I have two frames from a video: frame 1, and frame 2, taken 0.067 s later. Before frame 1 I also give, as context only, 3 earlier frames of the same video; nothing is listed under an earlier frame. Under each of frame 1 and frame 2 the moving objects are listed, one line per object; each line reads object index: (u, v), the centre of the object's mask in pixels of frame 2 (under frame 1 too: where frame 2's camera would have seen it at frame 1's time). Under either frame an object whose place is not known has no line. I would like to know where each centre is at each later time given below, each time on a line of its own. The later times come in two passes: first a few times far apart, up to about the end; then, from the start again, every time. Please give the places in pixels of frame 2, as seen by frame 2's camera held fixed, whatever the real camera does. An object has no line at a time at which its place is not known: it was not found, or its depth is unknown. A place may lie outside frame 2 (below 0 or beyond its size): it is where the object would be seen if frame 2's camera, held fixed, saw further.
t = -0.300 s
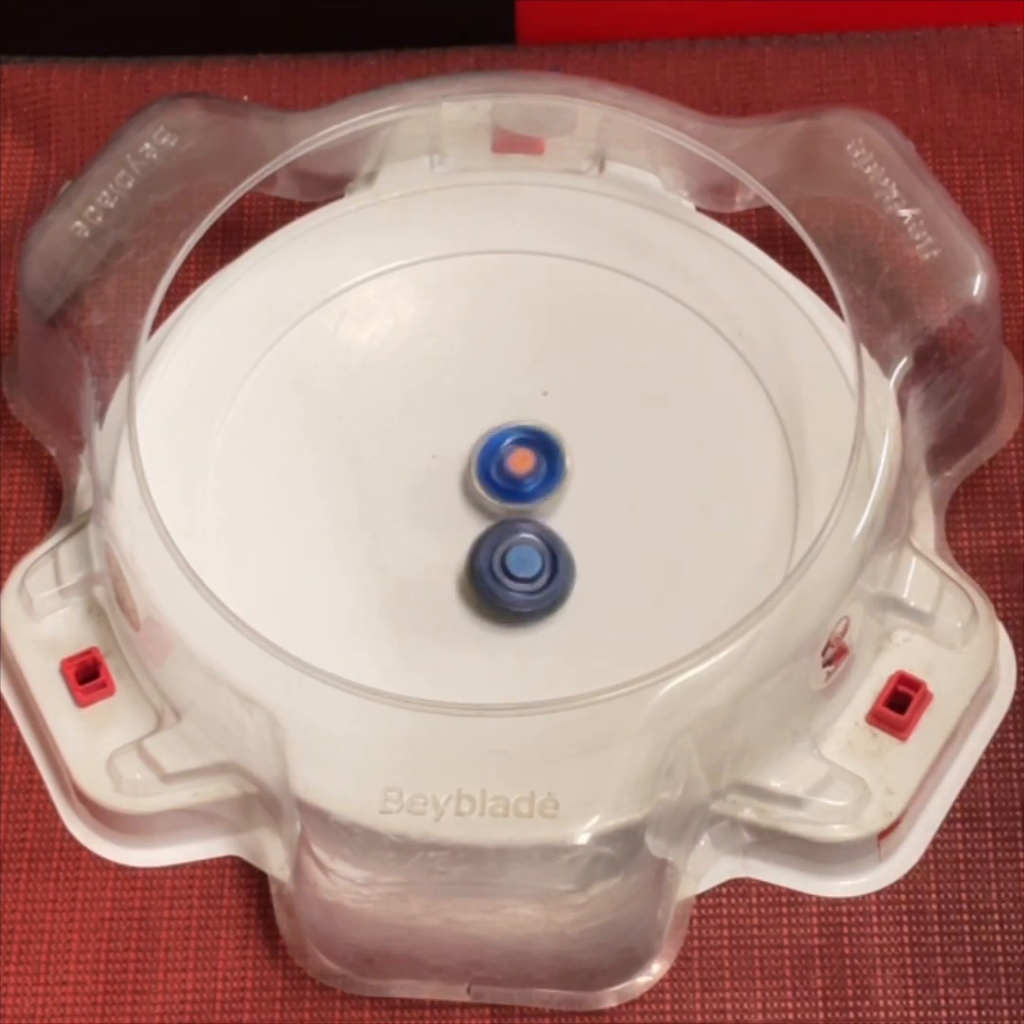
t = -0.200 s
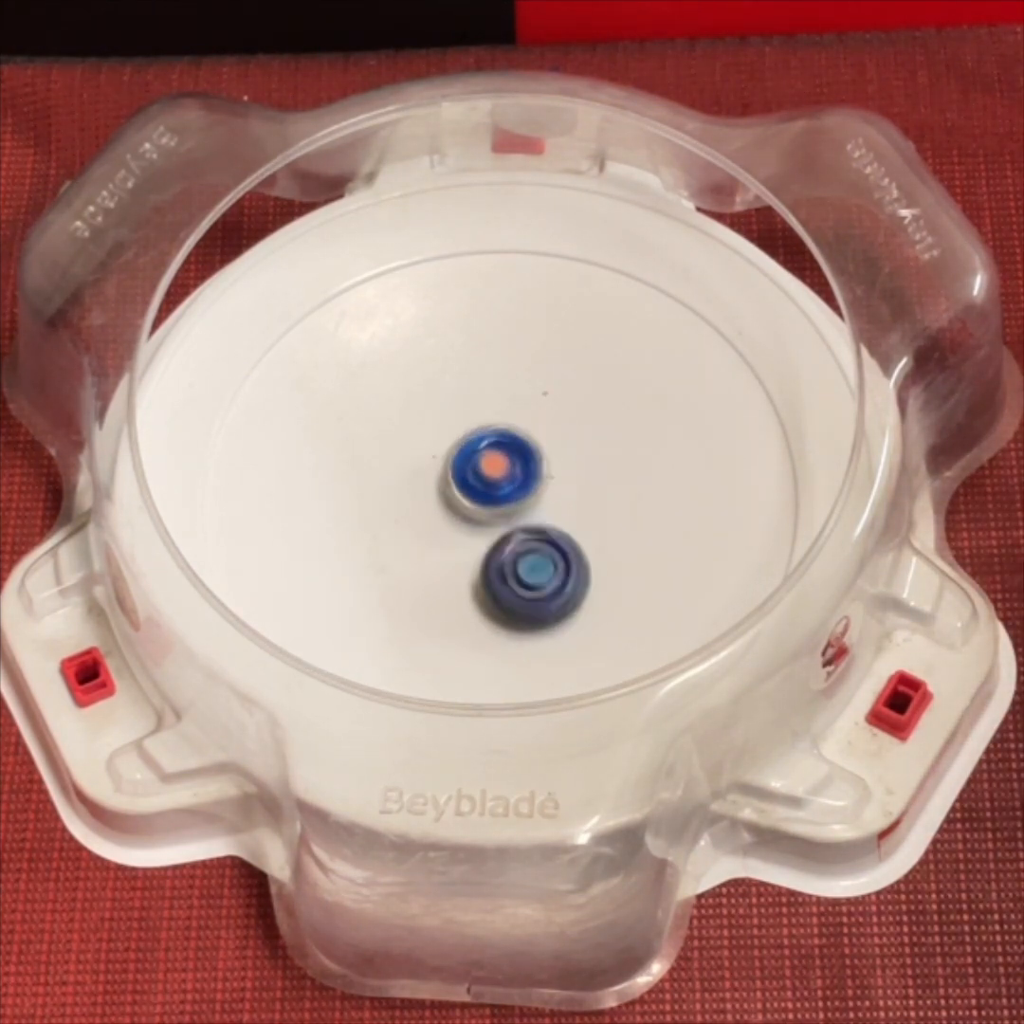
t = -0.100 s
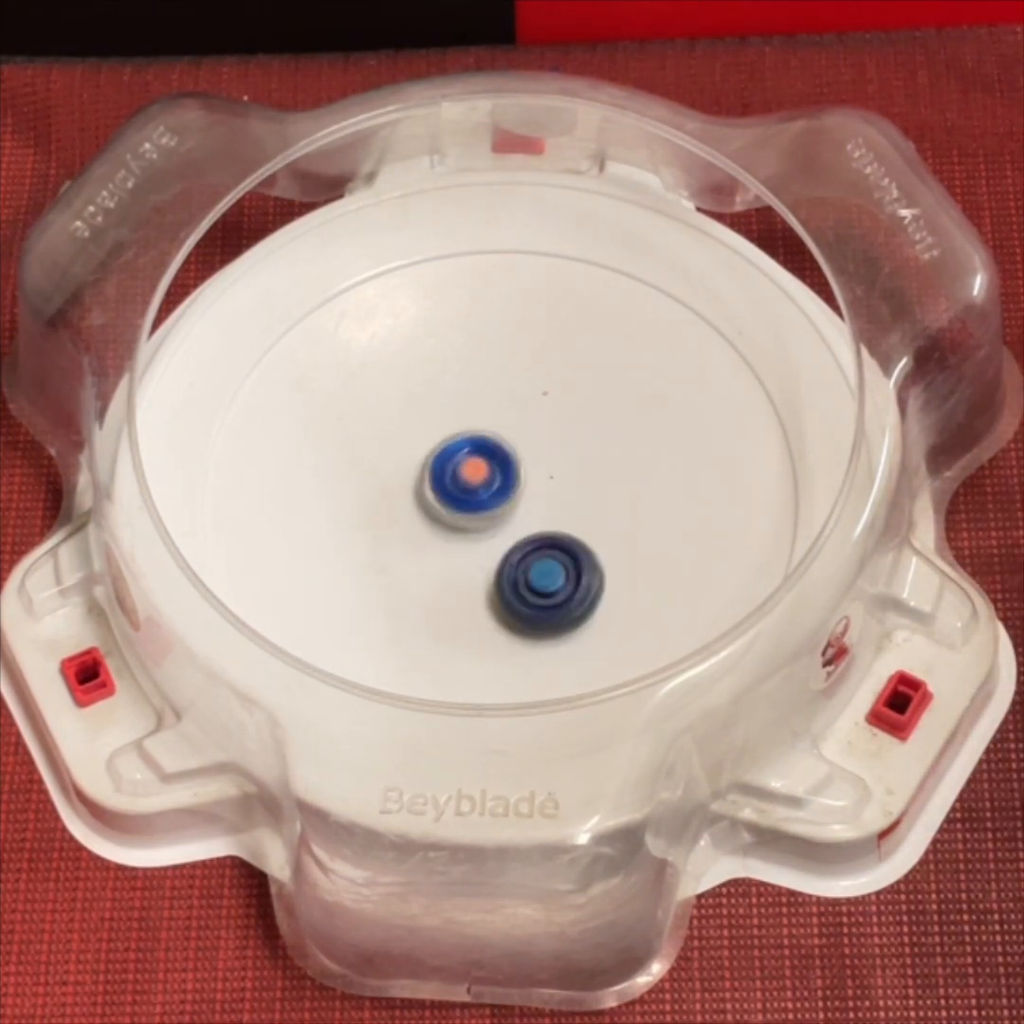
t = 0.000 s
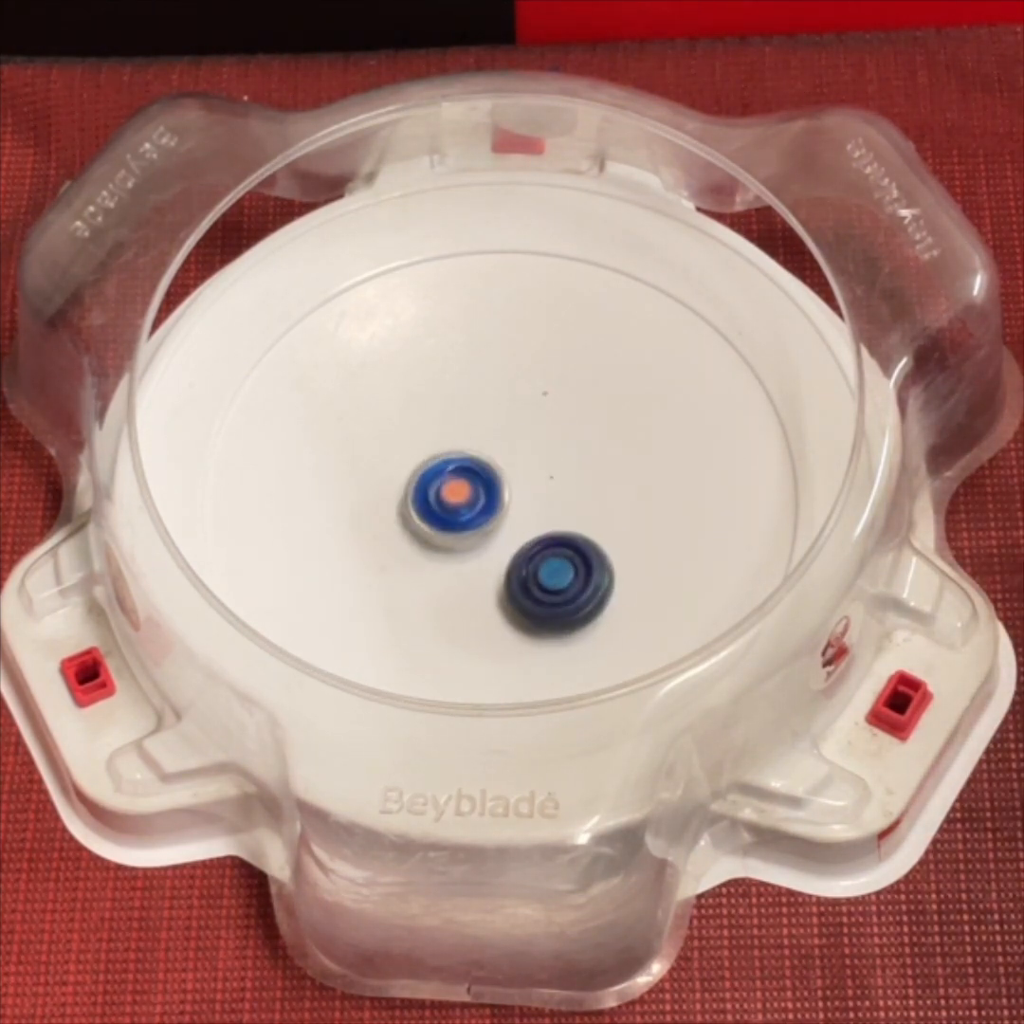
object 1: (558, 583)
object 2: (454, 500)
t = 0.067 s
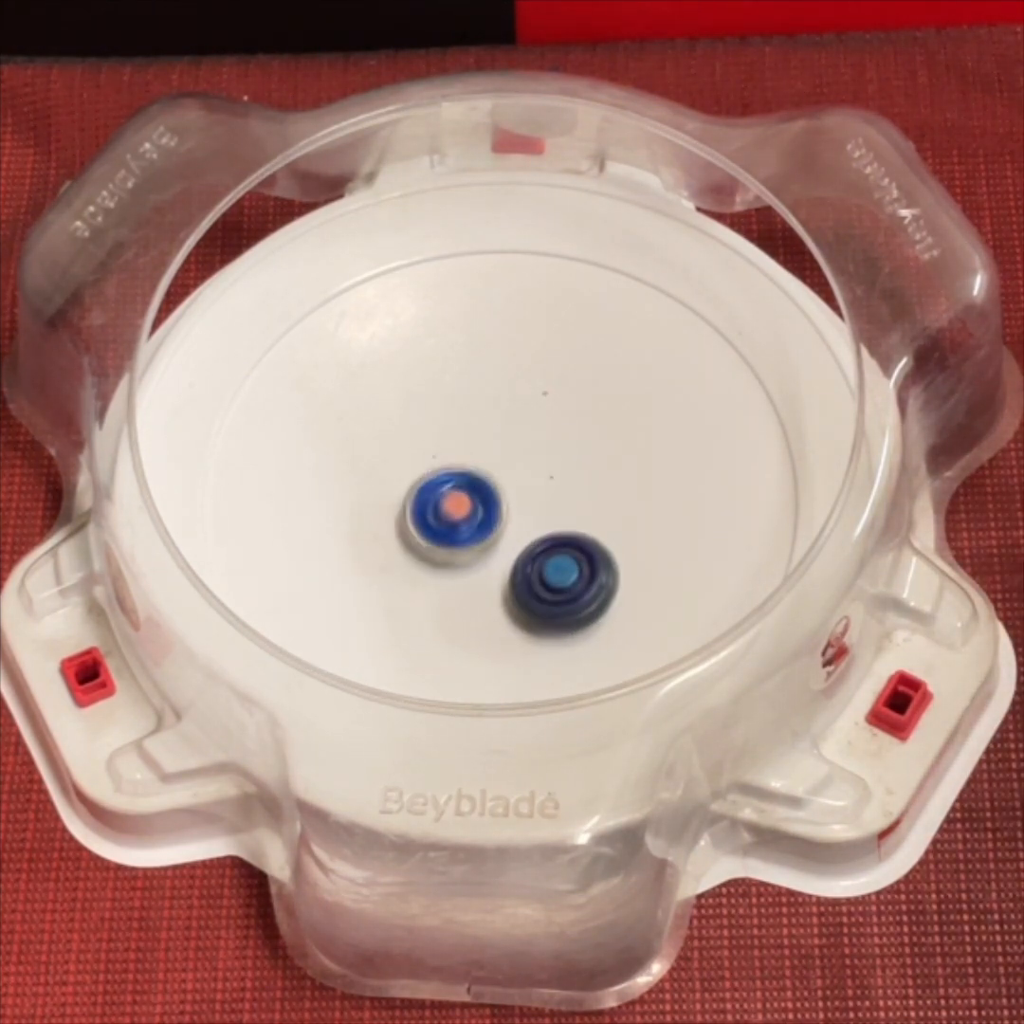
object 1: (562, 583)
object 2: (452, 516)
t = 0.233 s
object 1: (599, 597)
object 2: (451, 530)
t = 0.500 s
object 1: (645, 604)
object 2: (392, 516)
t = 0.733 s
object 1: (629, 584)
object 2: (427, 518)
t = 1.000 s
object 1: (614, 544)
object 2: (476, 468)
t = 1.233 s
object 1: (619, 506)
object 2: (469, 427)
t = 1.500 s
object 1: (636, 475)
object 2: (471, 476)
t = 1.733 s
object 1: (640, 467)
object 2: (528, 507)
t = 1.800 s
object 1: (657, 464)
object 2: (527, 511)
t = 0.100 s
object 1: (565, 581)
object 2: (453, 523)
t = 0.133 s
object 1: (566, 580)
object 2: (456, 530)
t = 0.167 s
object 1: (567, 579)
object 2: (461, 536)
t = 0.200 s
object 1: (568, 579)
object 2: (466, 541)
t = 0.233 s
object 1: (599, 597)
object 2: (451, 530)
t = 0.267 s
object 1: (626, 606)
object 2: (438, 521)
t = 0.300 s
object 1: (640, 612)
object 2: (429, 516)
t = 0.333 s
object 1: (644, 613)
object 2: (421, 514)
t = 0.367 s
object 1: (645, 612)
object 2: (412, 512)
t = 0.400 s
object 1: (646, 610)
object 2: (405, 511)
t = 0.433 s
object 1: (645, 608)
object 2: (398, 512)
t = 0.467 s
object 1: (646, 606)
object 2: (394, 514)
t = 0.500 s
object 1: (645, 604)
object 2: (392, 516)
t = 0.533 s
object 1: (644, 603)
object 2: (392, 517)
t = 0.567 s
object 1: (643, 600)
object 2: (394, 519)
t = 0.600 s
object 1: (640, 597)
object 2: (398, 522)
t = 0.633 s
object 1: (637, 594)
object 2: (404, 522)
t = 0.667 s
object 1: (634, 591)
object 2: (412, 522)
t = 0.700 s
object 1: (631, 587)
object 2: (419, 520)
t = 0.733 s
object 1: (629, 584)
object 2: (427, 518)
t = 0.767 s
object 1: (627, 579)
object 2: (435, 514)
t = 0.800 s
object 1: (624, 575)
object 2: (443, 508)
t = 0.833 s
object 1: (622, 571)
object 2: (450, 503)
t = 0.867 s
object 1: (620, 565)
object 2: (455, 496)
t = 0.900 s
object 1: (618, 560)
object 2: (462, 489)
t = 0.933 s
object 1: (616, 555)
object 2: (467, 483)
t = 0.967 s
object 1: (615, 549)
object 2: (472, 476)
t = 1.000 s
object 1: (614, 544)
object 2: (476, 468)
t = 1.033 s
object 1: (614, 538)
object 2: (479, 460)
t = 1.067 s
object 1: (613, 533)
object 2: (481, 453)
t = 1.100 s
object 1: (614, 527)
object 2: (481, 445)
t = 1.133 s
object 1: (614, 522)
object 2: (480, 438)
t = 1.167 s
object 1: (616, 516)
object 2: (478, 433)
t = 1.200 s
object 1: (617, 511)
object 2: (474, 429)
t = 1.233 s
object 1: (619, 506)
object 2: (469, 427)
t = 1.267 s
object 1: (620, 501)
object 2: (464, 428)
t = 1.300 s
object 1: (623, 496)
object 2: (460, 432)
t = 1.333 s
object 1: (625, 491)
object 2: (458, 438)
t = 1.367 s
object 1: (627, 487)
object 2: (457, 444)
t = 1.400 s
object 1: (629, 484)
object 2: (458, 453)
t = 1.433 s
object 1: (632, 480)
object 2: (461, 461)
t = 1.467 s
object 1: (635, 477)
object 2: (466, 469)
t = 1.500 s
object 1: (636, 475)
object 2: (471, 476)
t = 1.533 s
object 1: (638, 473)
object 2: (477, 482)
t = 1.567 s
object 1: (639, 471)
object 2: (485, 489)
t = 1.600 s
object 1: (639, 470)
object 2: (493, 494)
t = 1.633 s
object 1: (640, 469)
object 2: (501, 498)
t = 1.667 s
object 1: (640, 467)
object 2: (509, 503)
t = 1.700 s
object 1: (640, 468)
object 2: (518, 506)
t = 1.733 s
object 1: (640, 467)
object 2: (528, 507)
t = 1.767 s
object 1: (641, 467)
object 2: (535, 508)
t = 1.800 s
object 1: (657, 464)
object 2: (527, 511)
